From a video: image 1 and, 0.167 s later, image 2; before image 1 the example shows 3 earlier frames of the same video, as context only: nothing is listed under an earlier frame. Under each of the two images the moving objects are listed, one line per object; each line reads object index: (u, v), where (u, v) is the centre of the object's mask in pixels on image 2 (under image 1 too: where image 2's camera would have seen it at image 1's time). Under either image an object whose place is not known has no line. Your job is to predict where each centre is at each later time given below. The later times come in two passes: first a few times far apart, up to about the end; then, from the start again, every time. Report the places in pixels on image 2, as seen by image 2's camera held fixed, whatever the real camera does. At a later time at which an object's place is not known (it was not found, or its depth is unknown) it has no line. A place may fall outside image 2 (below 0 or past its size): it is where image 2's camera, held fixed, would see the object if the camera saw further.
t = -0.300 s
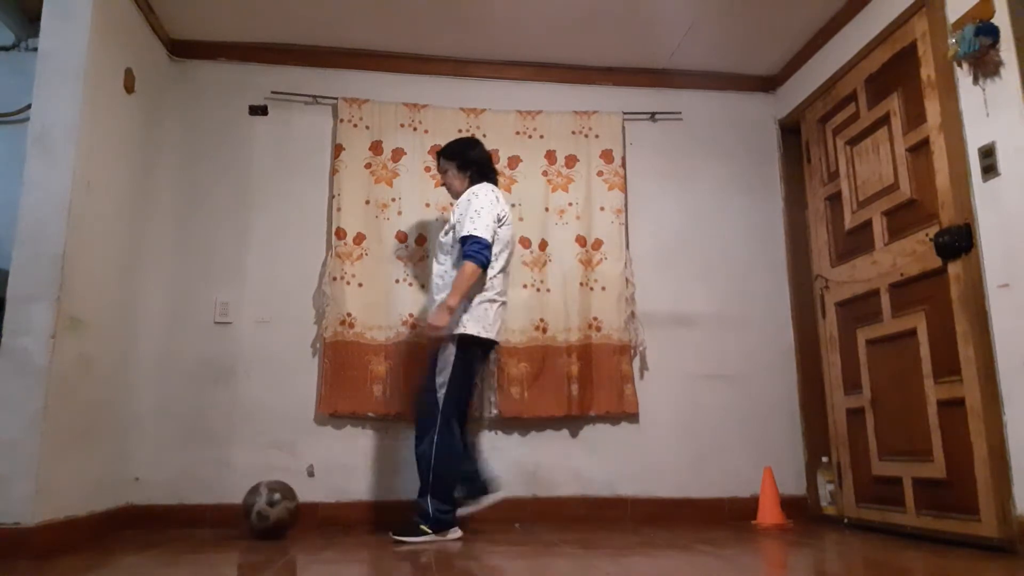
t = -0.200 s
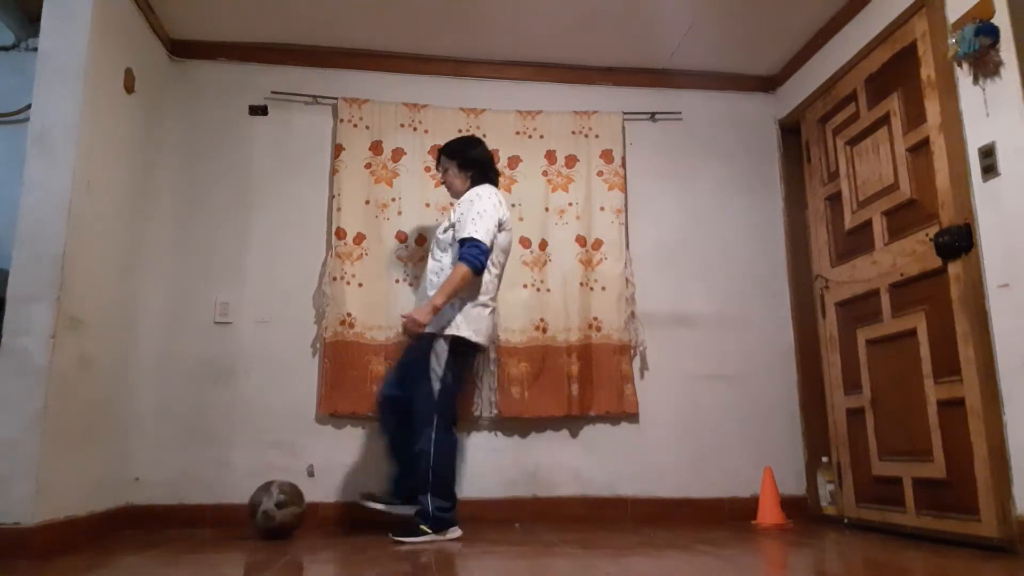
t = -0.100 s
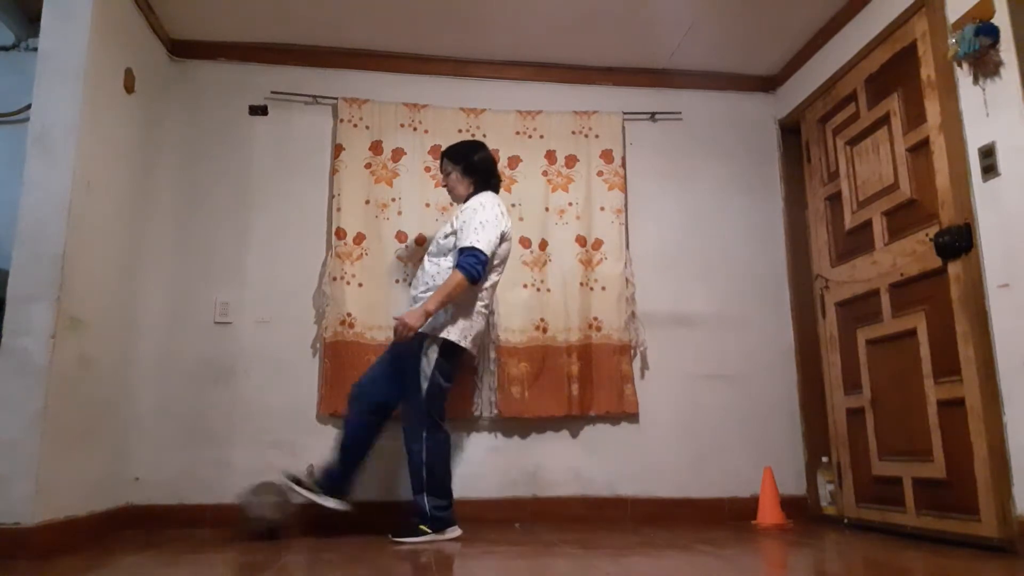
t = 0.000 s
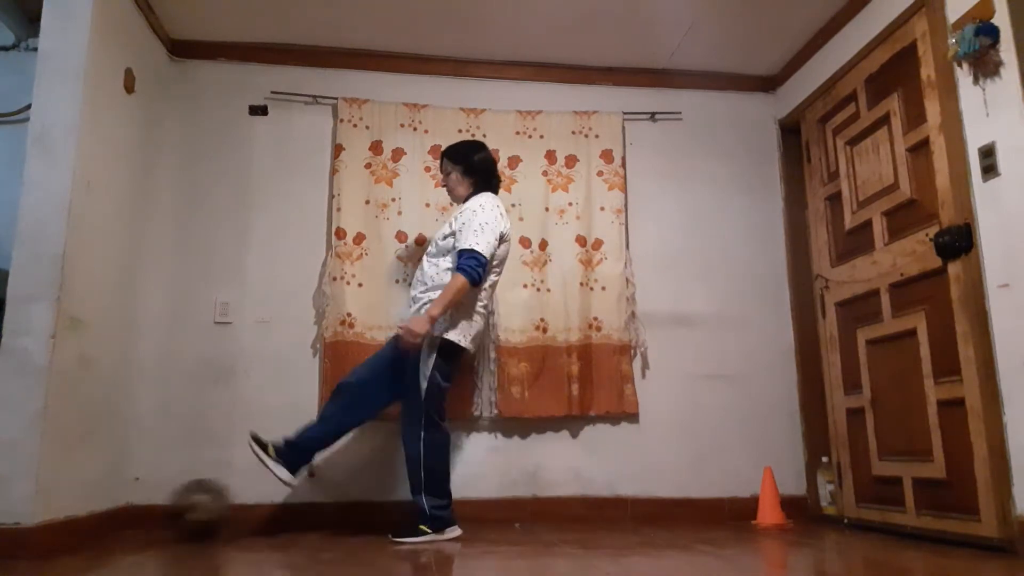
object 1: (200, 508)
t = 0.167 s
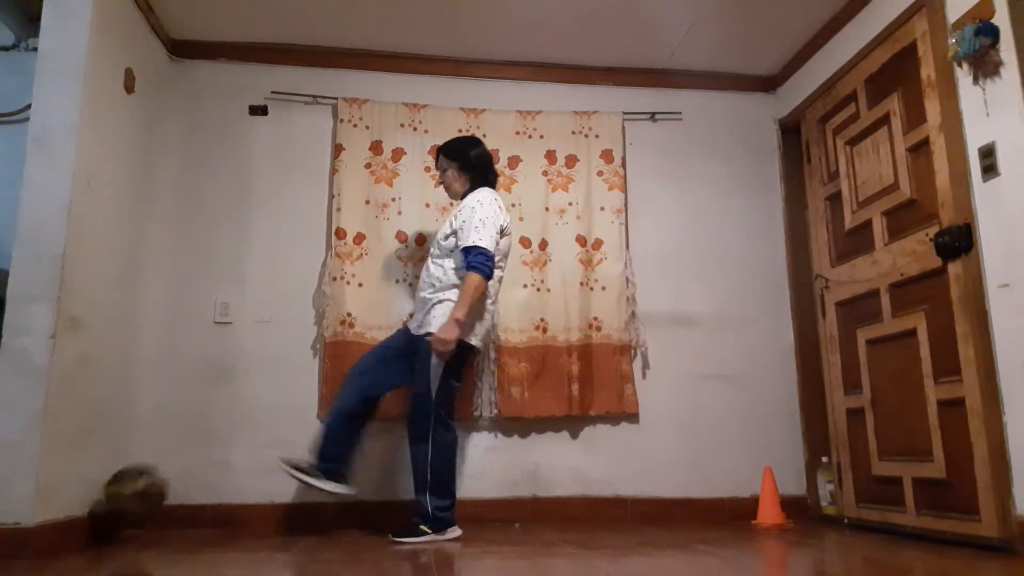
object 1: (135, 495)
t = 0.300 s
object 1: (185, 481)
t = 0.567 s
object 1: (252, 497)
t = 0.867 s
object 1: (290, 509)
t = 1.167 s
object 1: (329, 510)
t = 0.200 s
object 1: (148, 489)
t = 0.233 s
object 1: (161, 483)
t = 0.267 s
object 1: (173, 480)
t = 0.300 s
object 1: (185, 481)
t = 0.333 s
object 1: (198, 486)
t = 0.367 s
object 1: (211, 491)
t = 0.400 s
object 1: (223, 504)
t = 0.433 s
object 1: (232, 513)
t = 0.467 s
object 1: (237, 508)
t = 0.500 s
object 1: (243, 500)
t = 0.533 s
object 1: (247, 497)
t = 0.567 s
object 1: (252, 497)
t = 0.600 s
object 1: (257, 500)
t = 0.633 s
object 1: (260, 507)
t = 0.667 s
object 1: (264, 511)
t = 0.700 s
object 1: (268, 507)
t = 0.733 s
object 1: (273, 505)
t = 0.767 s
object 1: (277, 506)
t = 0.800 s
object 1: (281, 509)
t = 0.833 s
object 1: (286, 511)
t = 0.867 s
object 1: (290, 509)
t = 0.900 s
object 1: (294, 510)
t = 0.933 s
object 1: (298, 511)
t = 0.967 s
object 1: (302, 510)
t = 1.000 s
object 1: (307, 511)
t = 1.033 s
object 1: (312, 511)
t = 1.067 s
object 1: (317, 511)
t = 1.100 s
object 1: (321, 511)
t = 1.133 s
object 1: (325, 511)
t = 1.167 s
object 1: (329, 510)
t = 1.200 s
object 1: (333, 510)
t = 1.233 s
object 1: (338, 510)
